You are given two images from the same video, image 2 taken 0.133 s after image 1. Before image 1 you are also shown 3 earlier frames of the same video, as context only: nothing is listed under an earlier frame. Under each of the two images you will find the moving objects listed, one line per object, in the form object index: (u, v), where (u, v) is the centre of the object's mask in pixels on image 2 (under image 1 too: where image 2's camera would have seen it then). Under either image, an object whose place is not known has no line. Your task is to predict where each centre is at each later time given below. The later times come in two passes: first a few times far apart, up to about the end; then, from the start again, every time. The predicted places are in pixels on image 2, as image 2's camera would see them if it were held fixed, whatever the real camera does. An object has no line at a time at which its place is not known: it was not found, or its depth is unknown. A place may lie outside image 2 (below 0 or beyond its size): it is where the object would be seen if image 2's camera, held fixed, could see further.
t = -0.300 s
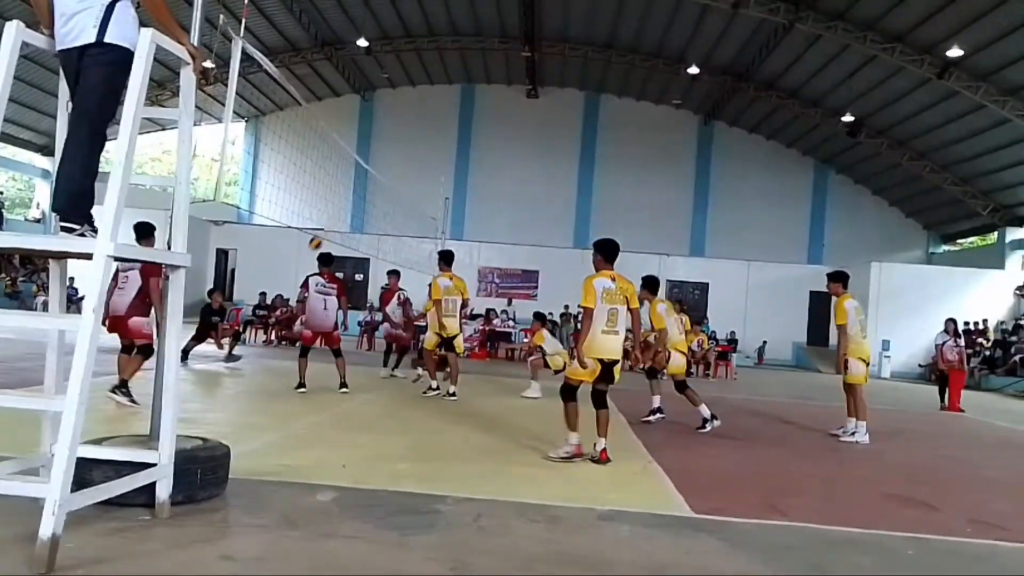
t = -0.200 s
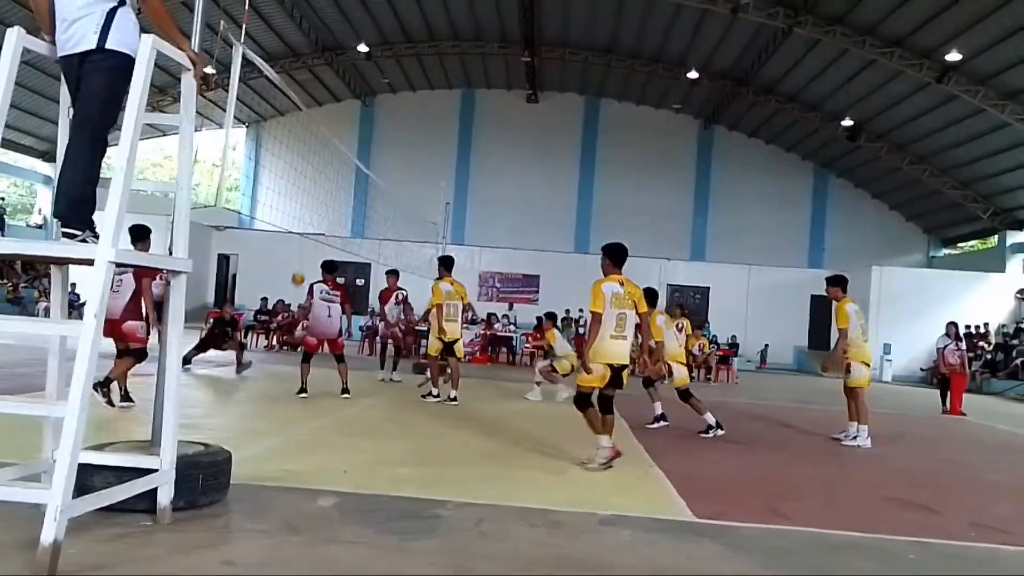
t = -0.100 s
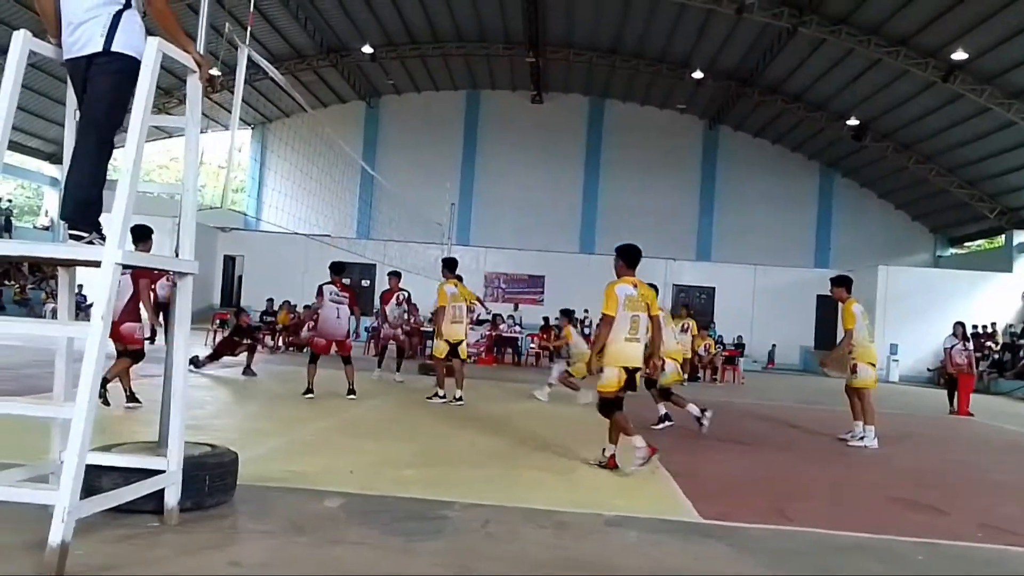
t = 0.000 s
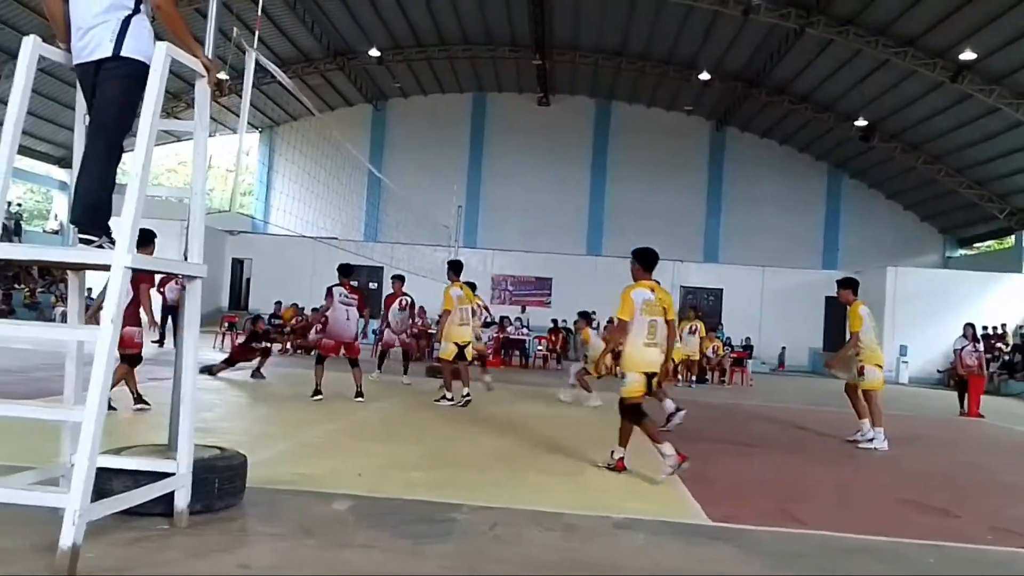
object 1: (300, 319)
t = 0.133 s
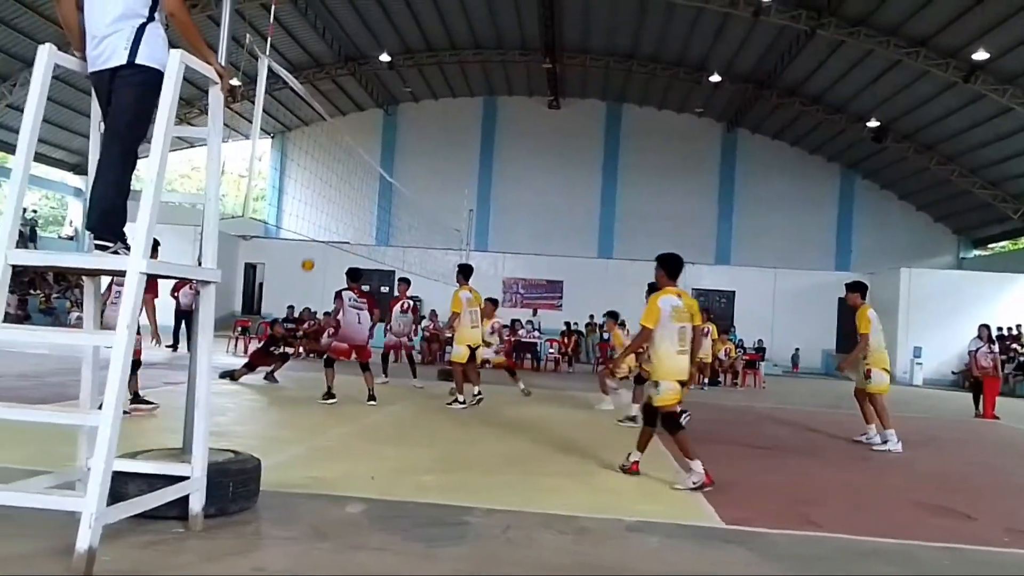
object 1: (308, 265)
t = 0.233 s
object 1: (312, 231)
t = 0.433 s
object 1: (321, 186)
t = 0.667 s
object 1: (330, 165)
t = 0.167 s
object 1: (309, 253)
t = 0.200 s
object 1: (310, 242)
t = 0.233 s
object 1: (312, 231)
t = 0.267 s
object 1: (314, 222)
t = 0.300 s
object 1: (315, 213)
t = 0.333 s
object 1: (317, 206)
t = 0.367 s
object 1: (318, 198)
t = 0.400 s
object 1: (319, 192)
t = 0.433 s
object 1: (321, 186)
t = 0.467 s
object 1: (323, 181)
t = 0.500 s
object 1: (324, 176)
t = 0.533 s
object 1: (325, 172)
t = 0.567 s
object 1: (326, 169)
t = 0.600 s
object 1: (327, 167)
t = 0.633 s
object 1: (329, 166)
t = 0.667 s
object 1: (330, 165)
